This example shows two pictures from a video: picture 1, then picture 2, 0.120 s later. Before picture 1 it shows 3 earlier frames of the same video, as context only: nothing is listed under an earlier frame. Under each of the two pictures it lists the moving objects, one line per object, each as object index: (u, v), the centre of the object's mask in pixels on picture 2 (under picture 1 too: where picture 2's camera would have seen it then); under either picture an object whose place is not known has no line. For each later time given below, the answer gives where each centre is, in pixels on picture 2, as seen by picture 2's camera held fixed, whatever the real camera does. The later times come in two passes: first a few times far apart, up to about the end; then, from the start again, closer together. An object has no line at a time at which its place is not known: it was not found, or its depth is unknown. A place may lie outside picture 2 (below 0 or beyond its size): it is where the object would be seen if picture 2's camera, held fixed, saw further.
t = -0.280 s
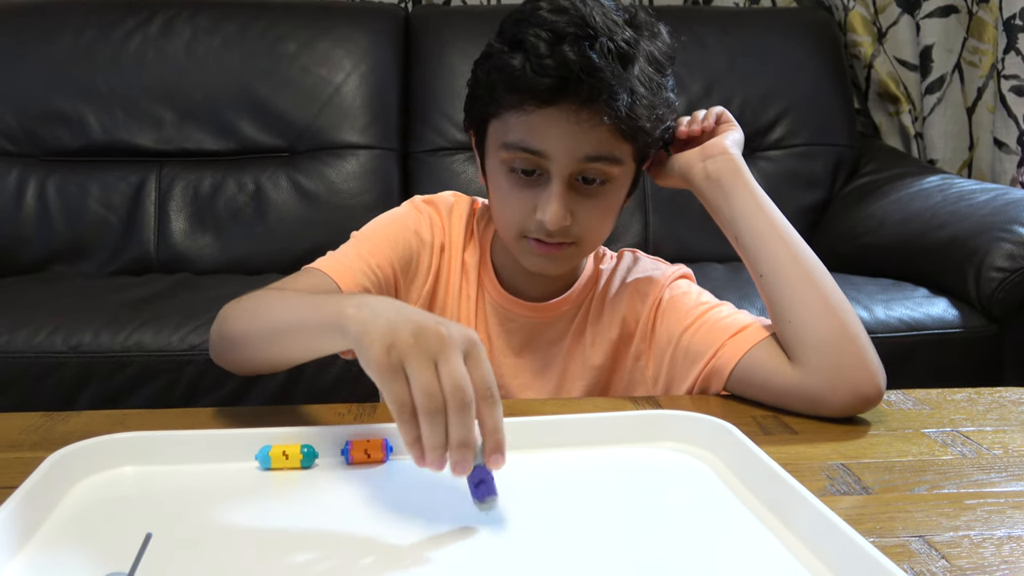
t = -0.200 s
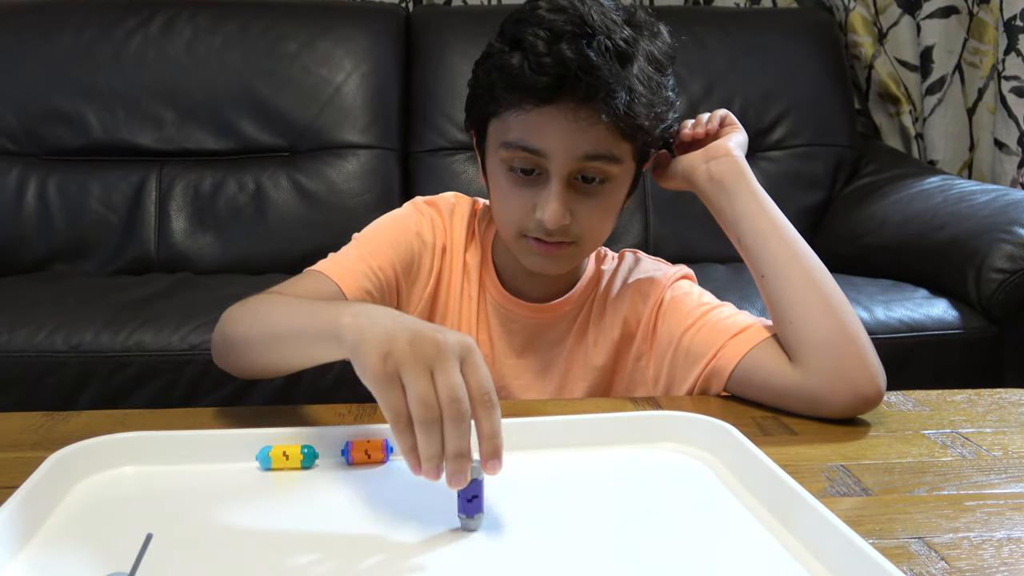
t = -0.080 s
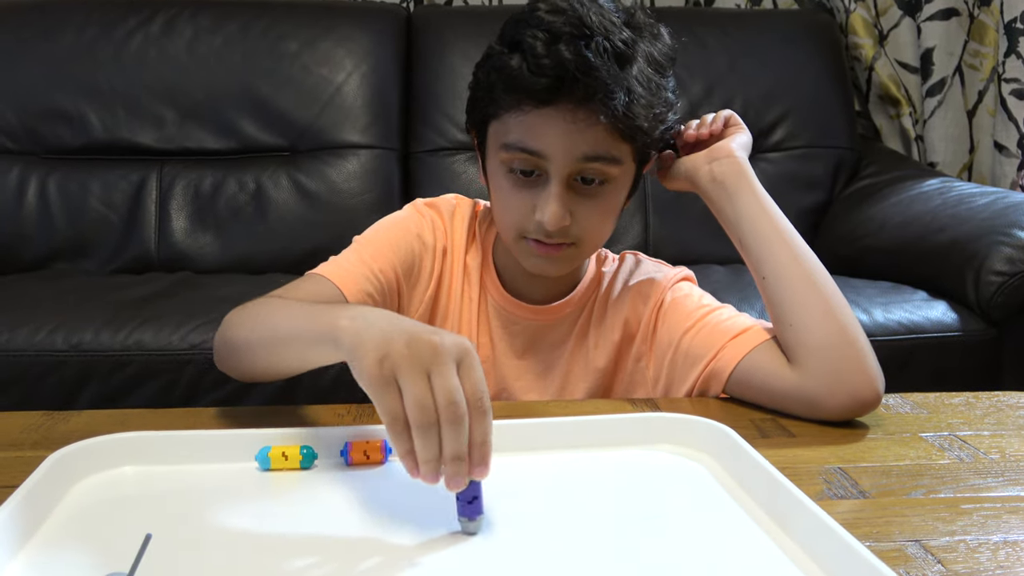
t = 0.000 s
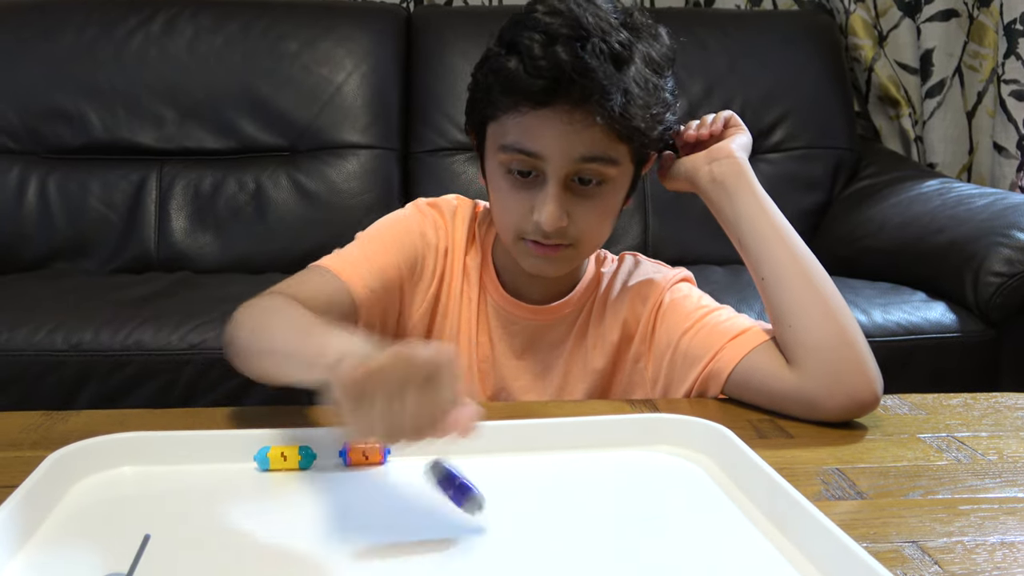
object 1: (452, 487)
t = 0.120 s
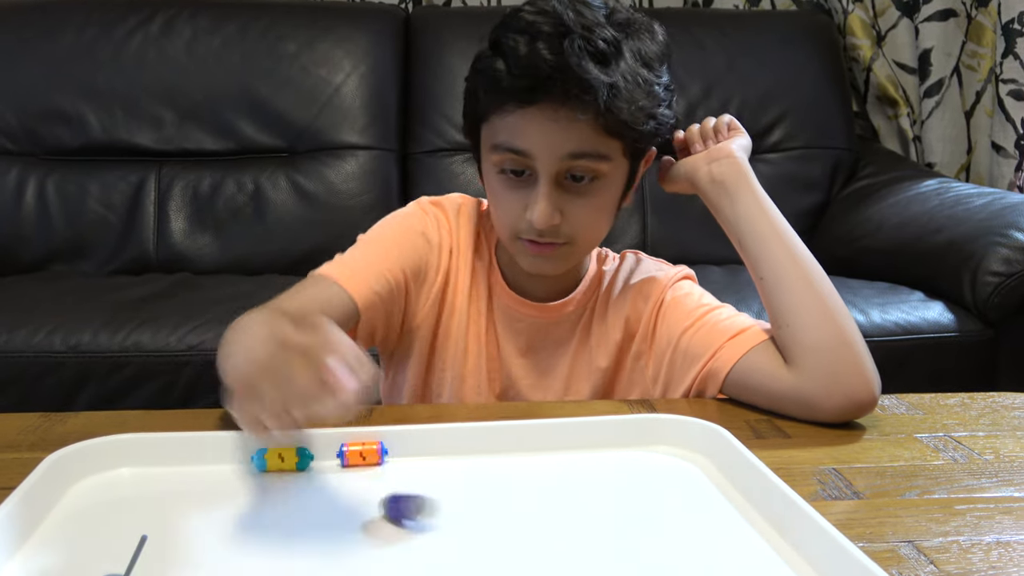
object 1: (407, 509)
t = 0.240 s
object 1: (371, 488)
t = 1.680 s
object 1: (320, 480)
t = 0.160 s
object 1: (392, 493)
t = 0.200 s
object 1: (382, 484)
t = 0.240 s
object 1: (371, 488)
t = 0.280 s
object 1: (360, 497)
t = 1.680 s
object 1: (320, 480)
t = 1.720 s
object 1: (322, 480)
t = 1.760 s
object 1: (325, 480)
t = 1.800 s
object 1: (322, 480)
